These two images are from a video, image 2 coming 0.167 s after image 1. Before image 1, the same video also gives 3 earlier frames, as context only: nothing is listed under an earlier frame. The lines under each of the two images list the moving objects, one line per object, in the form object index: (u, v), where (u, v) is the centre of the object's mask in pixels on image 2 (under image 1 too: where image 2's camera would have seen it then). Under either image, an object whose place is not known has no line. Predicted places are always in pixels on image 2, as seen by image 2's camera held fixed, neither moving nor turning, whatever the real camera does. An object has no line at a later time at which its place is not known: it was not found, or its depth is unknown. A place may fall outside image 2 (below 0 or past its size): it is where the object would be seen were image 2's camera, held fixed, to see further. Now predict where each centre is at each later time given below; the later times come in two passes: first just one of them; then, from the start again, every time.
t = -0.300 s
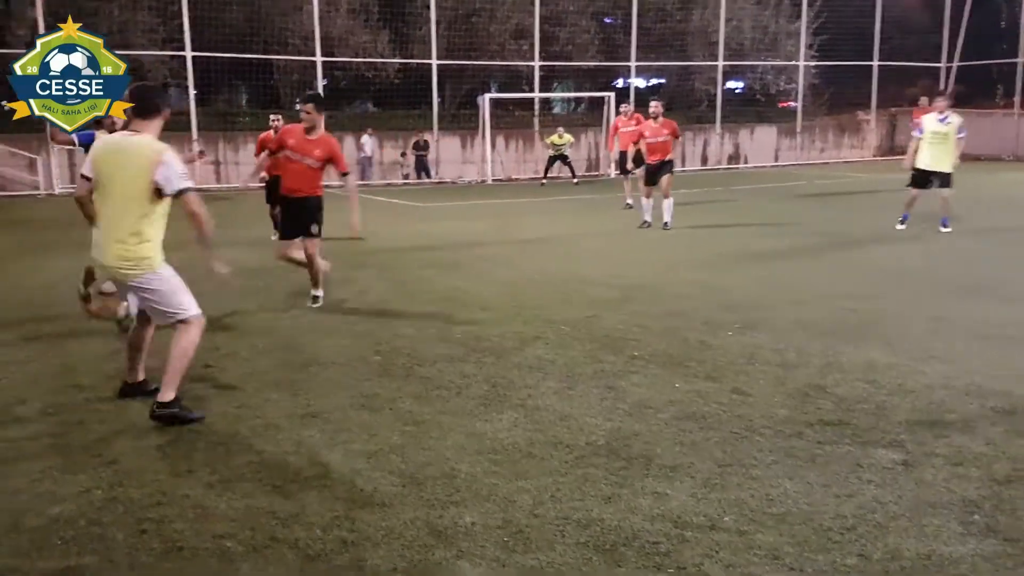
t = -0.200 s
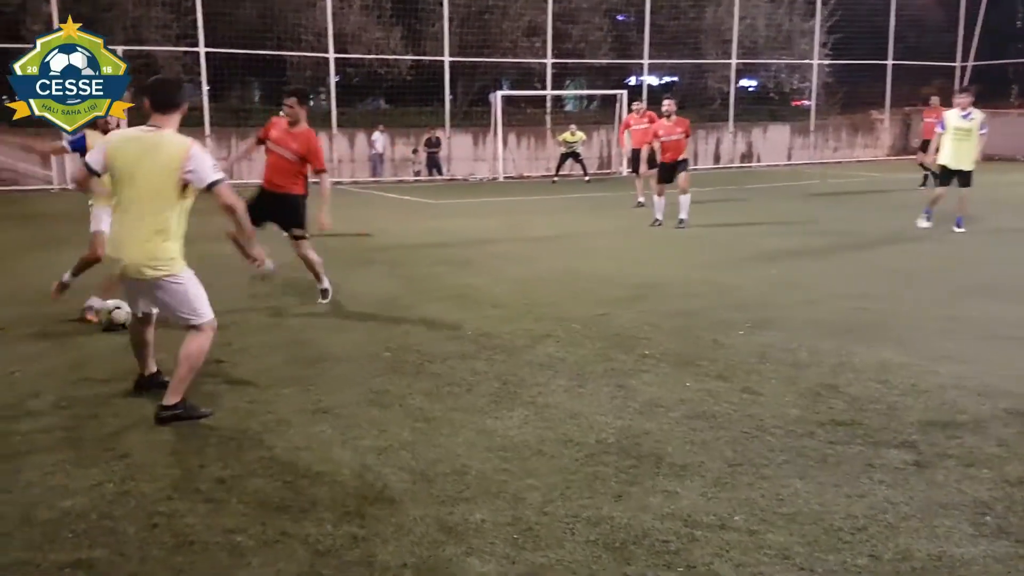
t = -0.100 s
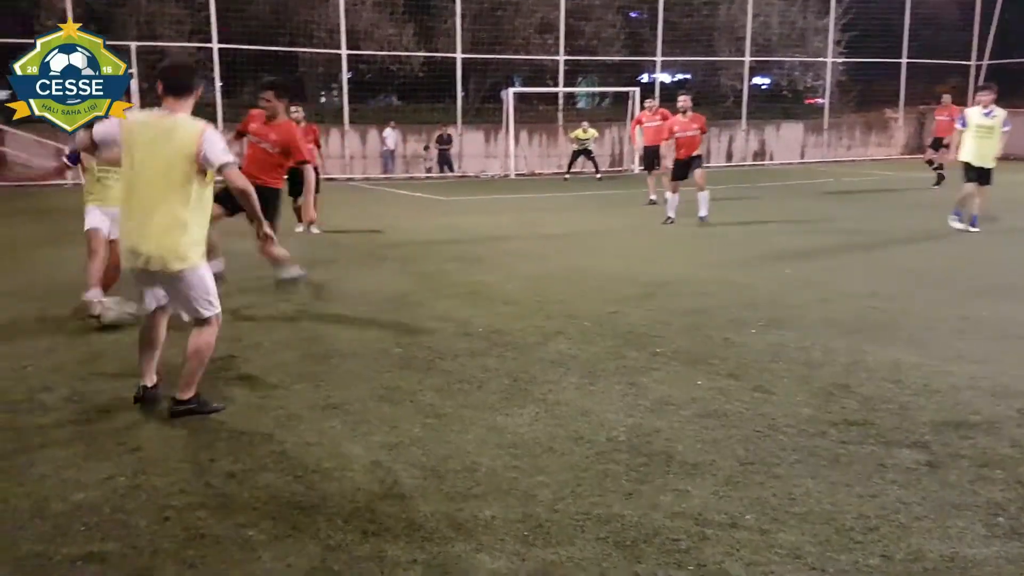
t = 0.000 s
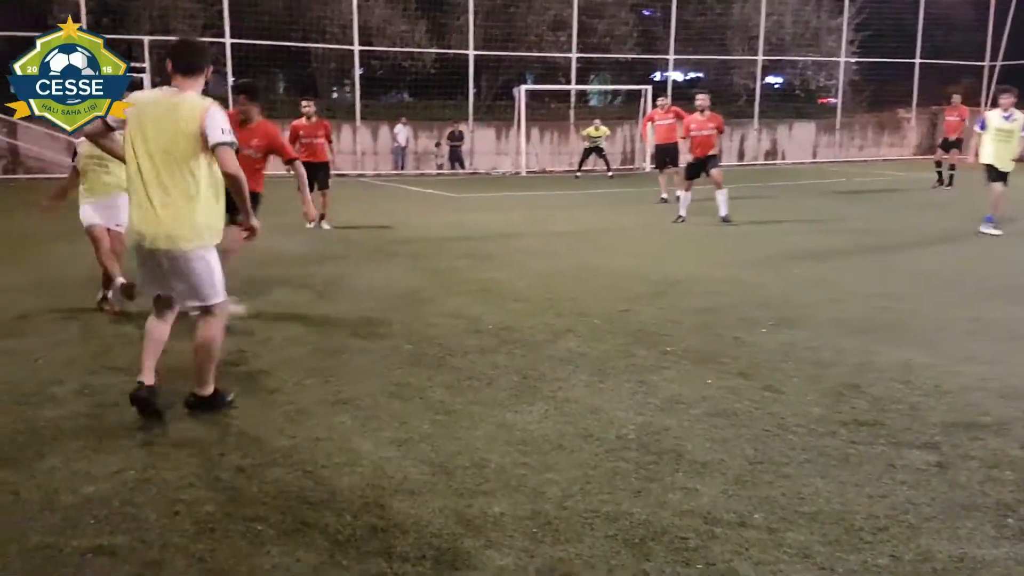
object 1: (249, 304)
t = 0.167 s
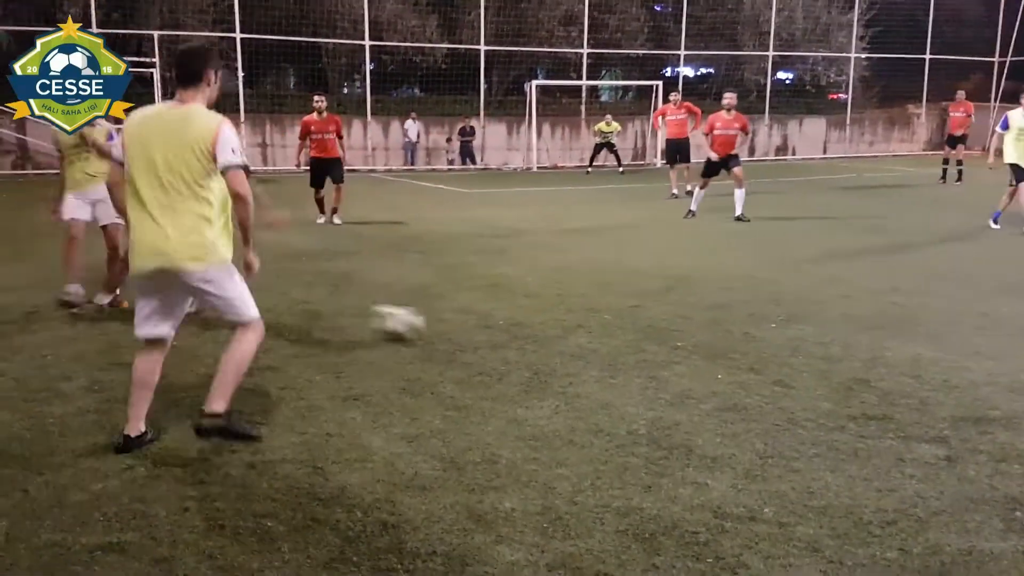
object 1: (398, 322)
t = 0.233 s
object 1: (459, 321)
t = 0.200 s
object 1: (428, 322)
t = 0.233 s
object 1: (459, 321)
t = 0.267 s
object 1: (489, 322)
